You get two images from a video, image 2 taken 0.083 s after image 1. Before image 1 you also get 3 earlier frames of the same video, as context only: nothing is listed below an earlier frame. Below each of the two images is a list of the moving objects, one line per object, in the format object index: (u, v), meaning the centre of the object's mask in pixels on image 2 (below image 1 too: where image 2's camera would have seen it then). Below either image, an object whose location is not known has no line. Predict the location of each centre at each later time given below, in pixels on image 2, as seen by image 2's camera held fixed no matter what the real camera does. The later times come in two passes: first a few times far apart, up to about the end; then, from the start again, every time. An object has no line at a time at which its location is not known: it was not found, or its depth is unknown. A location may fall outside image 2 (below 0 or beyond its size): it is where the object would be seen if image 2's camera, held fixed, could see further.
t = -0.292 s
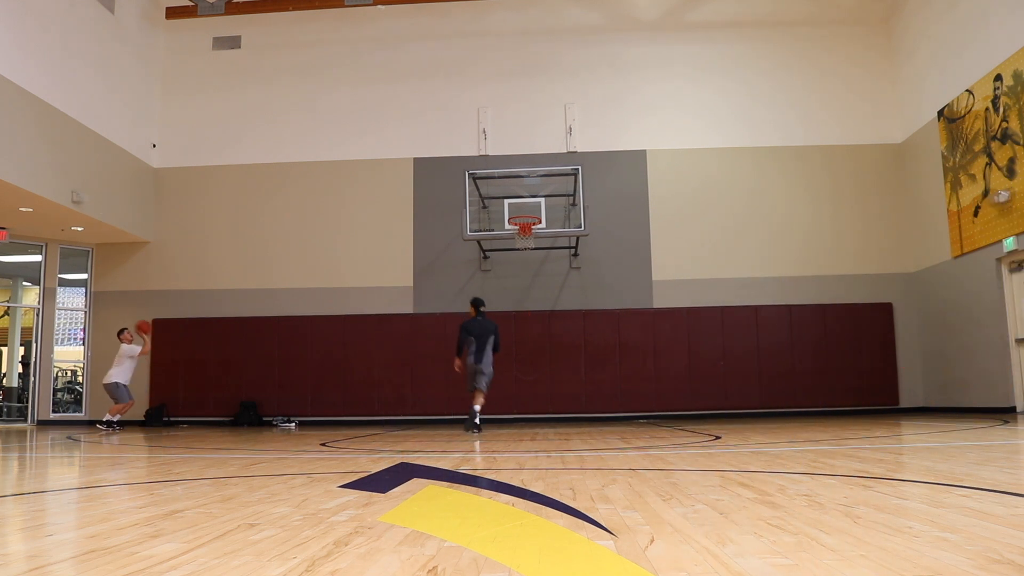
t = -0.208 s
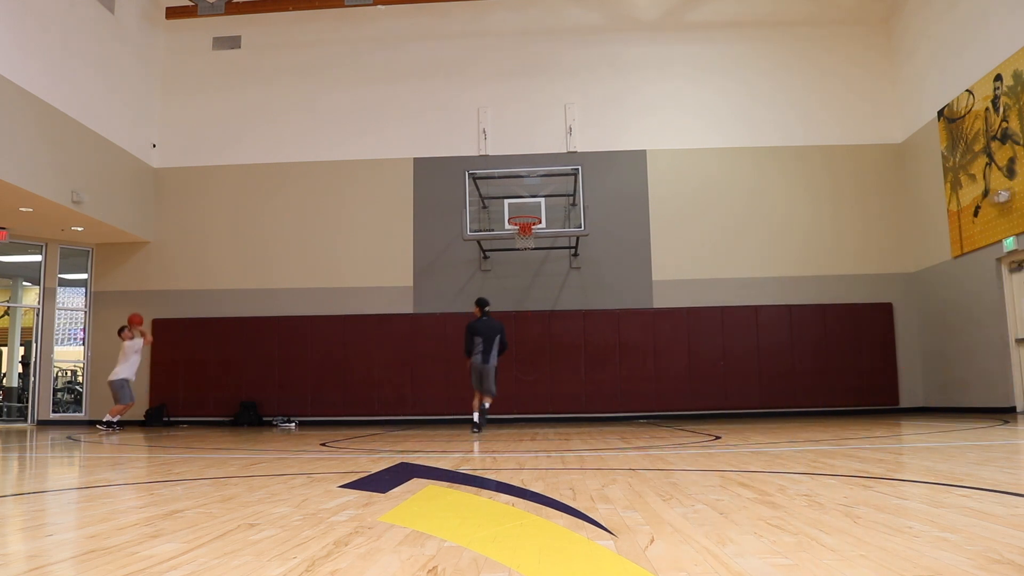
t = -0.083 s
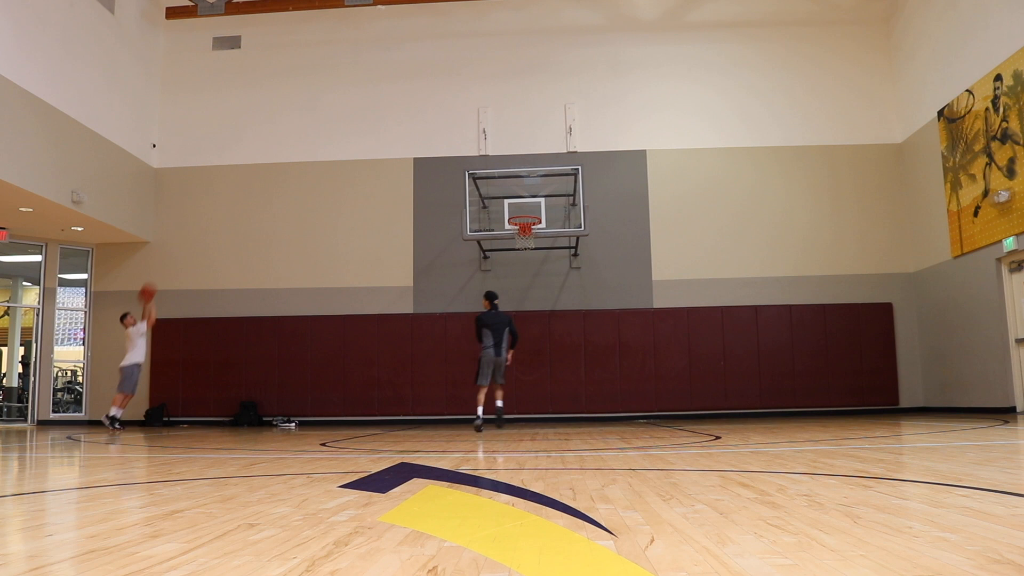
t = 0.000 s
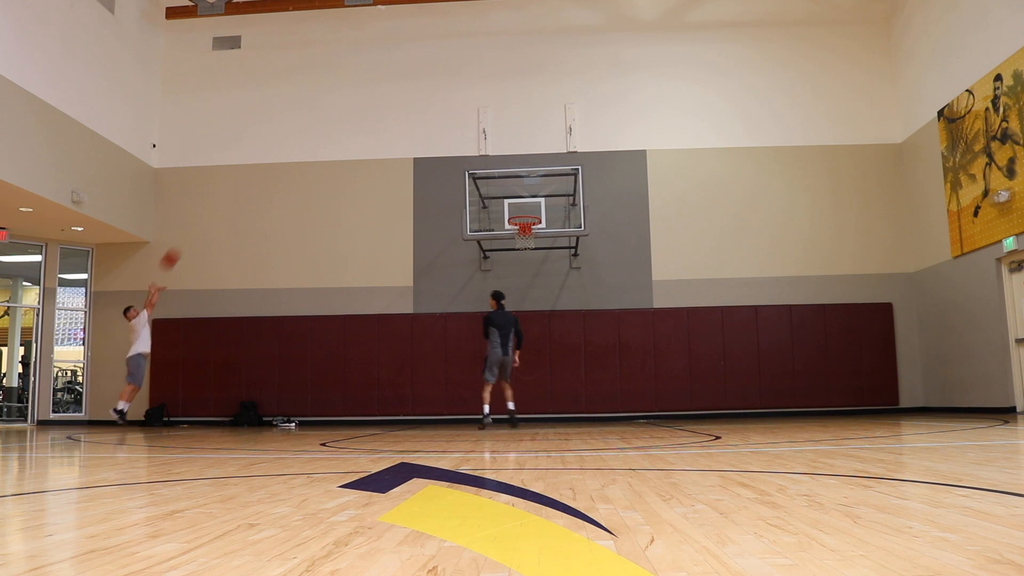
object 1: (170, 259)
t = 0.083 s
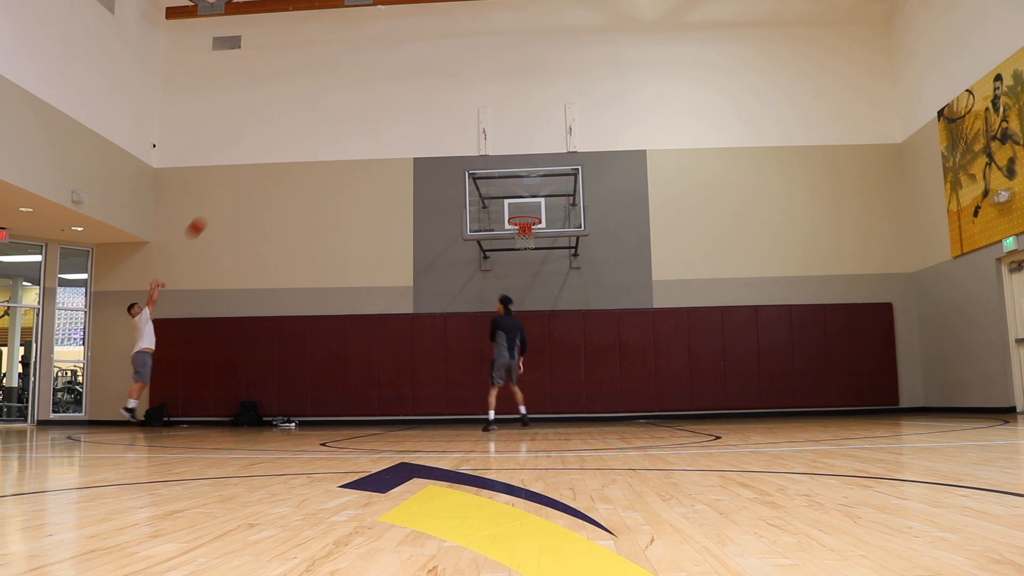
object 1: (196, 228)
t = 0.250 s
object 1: (246, 178)
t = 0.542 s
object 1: (332, 132)
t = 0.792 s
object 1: (405, 133)
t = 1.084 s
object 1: (493, 184)
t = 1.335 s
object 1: (526, 226)
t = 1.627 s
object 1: (522, 238)
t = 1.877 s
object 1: (523, 289)
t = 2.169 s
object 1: (526, 390)
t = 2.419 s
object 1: (525, 365)
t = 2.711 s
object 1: (522, 325)
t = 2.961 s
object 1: (521, 332)
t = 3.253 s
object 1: (520, 391)
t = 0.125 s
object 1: (208, 214)
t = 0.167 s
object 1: (221, 201)
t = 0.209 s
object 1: (234, 189)
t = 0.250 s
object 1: (246, 178)
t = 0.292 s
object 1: (258, 169)
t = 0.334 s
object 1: (271, 160)
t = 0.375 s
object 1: (283, 152)
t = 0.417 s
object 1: (295, 146)
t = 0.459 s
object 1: (308, 140)
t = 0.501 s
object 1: (319, 135)
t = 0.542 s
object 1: (332, 132)
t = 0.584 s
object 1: (344, 130)
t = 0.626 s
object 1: (356, 128)
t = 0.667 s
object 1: (368, 128)
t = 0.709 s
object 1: (380, 128)
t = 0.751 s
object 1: (392, 130)
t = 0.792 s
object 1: (405, 133)
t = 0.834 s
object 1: (417, 137)
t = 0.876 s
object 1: (429, 142)
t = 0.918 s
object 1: (441, 147)
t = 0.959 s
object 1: (454, 155)
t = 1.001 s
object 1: (466, 163)
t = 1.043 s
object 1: (479, 172)
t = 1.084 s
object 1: (493, 184)
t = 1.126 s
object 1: (504, 194)
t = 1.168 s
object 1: (517, 208)
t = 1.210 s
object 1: (527, 224)
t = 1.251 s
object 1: (529, 226)
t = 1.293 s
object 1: (527, 227)
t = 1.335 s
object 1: (526, 226)
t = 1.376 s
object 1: (524, 228)
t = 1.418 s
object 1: (524, 230)
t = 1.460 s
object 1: (523, 231)
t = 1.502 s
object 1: (522, 233)
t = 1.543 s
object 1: (522, 236)
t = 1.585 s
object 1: (522, 238)
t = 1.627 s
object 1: (522, 238)
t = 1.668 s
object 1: (520, 250)
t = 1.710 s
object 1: (521, 255)
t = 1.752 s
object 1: (522, 261)
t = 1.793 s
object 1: (522, 269)
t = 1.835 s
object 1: (522, 278)
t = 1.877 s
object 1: (523, 289)
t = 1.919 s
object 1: (523, 299)
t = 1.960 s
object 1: (524, 314)
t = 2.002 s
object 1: (525, 326)
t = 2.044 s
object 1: (525, 341)
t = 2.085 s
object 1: (526, 356)
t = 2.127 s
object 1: (526, 373)
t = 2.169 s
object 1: (526, 390)
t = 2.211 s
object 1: (527, 410)
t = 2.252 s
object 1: (527, 413)
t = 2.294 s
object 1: (526, 400)
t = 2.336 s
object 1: (525, 386)
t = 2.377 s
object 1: (525, 375)
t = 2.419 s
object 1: (525, 365)
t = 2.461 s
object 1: (524, 356)
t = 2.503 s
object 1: (524, 348)
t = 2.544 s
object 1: (524, 341)
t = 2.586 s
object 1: (523, 335)
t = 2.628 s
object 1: (523, 330)
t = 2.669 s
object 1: (522, 327)
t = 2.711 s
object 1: (522, 325)
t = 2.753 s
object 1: (521, 323)
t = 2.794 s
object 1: (521, 323)
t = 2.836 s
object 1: (521, 324)
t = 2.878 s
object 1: (521, 326)
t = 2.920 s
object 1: (521, 329)
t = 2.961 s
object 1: (521, 332)
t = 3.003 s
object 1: (521, 337)
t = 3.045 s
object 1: (521, 344)
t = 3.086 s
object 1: (520, 351)
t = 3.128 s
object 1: (520, 359)
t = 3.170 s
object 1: (520, 368)
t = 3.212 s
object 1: (520, 379)
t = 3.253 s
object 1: (520, 391)
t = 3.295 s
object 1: (520, 403)
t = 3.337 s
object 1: (520, 416)
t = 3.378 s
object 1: (520, 410)
